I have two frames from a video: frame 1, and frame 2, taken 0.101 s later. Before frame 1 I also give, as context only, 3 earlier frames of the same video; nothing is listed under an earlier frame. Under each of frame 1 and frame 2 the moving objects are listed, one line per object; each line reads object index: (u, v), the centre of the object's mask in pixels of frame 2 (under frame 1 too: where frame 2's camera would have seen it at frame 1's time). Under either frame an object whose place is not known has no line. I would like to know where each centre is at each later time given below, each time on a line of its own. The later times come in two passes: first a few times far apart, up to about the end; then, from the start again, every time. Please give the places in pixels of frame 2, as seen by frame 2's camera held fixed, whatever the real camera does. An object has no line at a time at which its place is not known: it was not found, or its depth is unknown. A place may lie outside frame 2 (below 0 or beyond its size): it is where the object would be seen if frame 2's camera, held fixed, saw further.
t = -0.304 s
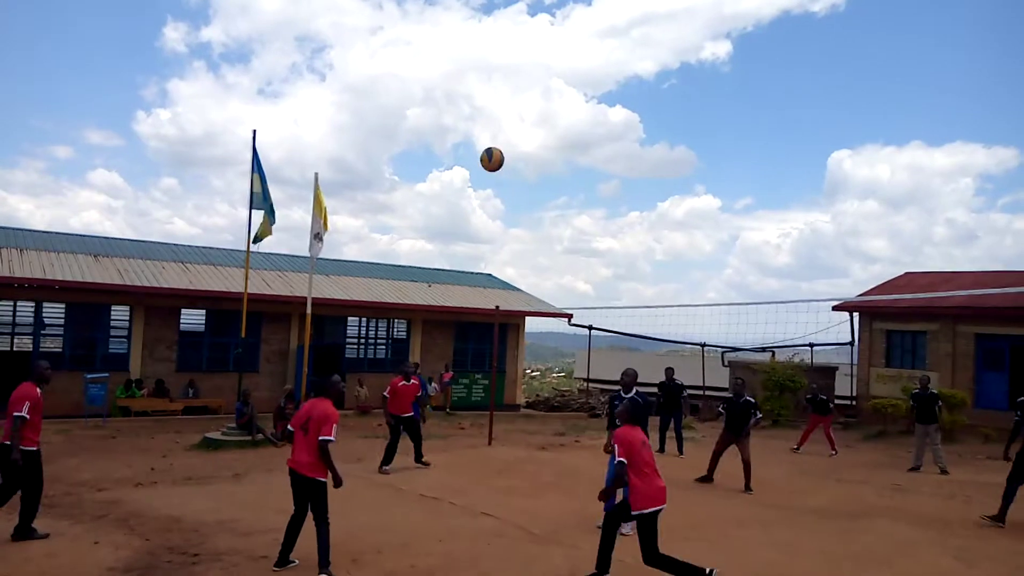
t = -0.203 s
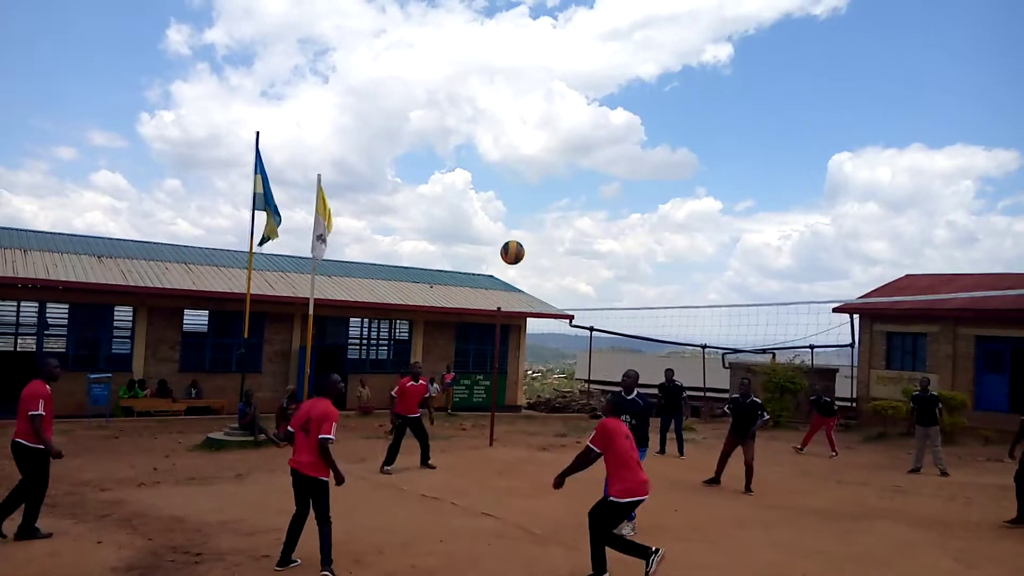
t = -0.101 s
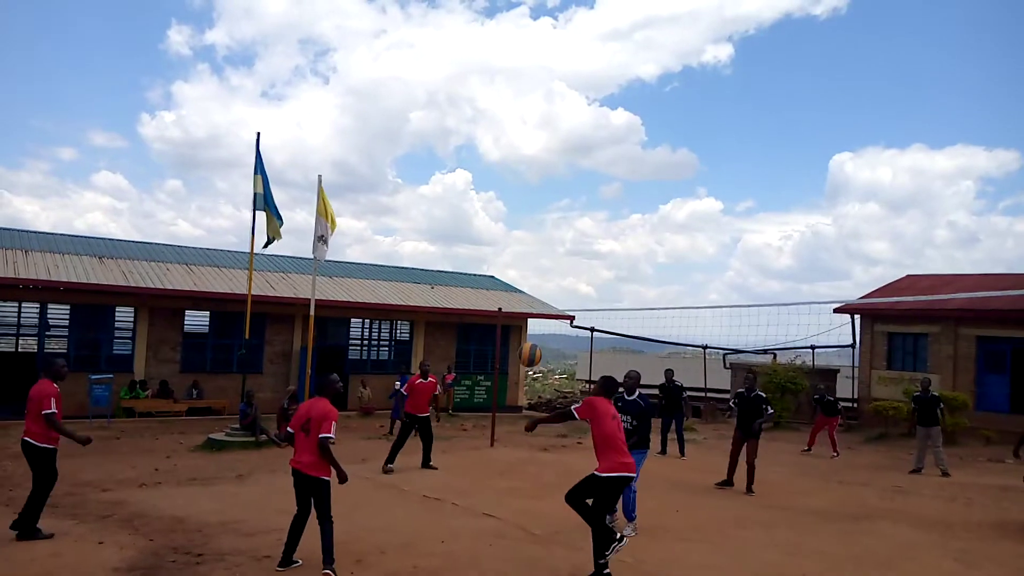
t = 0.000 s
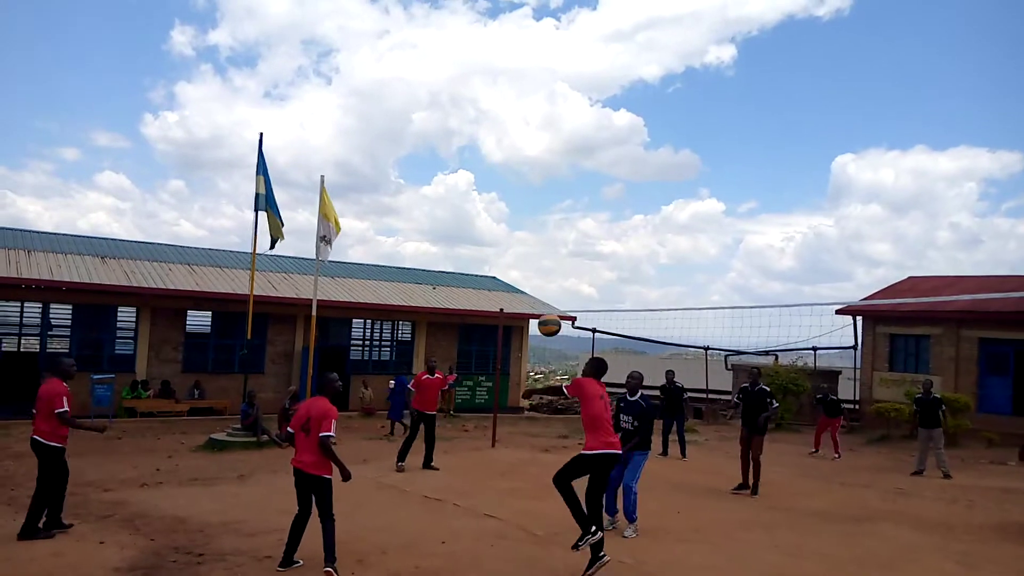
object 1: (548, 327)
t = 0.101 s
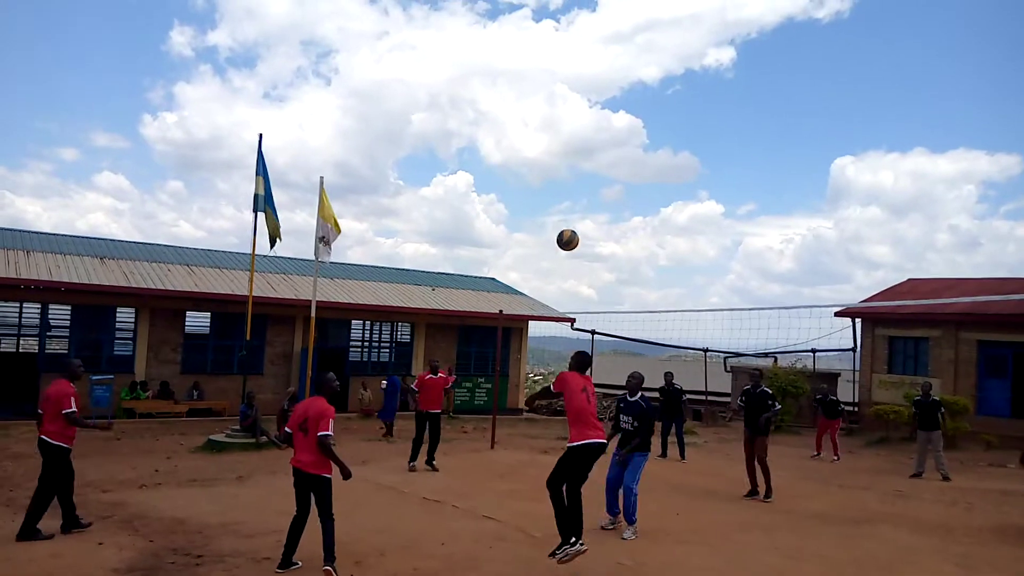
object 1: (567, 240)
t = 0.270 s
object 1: (594, 133)
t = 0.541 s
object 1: (629, 42)
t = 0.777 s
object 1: (652, 26)
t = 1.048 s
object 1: (670, 64)
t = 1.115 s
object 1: (674, 81)
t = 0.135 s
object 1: (573, 215)
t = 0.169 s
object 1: (579, 192)
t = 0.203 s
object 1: (584, 170)
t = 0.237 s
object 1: (589, 151)
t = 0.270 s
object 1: (594, 133)
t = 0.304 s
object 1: (599, 116)
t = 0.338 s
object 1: (604, 102)
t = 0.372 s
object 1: (609, 89)
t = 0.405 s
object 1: (612, 77)
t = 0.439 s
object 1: (616, 66)
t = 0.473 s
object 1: (620, 58)
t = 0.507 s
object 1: (625, 49)
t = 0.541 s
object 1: (629, 42)
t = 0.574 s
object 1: (633, 36)
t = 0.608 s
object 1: (636, 32)
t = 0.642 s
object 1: (640, 28)
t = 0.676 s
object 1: (644, 25)
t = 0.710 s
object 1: (647, 21)
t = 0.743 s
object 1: (650, 23)
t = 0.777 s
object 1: (652, 26)
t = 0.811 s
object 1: (654, 27)
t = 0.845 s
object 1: (656, 30)
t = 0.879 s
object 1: (658, 34)
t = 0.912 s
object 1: (661, 38)
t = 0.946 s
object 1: (663, 44)
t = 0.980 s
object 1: (666, 49)
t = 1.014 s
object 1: (668, 57)
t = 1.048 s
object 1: (670, 64)
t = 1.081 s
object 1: (672, 70)
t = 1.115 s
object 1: (674, 81)
